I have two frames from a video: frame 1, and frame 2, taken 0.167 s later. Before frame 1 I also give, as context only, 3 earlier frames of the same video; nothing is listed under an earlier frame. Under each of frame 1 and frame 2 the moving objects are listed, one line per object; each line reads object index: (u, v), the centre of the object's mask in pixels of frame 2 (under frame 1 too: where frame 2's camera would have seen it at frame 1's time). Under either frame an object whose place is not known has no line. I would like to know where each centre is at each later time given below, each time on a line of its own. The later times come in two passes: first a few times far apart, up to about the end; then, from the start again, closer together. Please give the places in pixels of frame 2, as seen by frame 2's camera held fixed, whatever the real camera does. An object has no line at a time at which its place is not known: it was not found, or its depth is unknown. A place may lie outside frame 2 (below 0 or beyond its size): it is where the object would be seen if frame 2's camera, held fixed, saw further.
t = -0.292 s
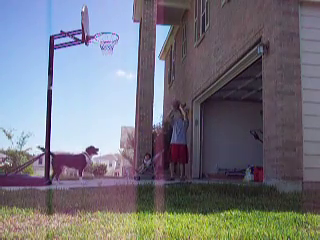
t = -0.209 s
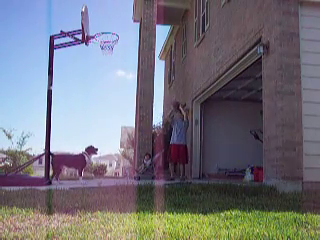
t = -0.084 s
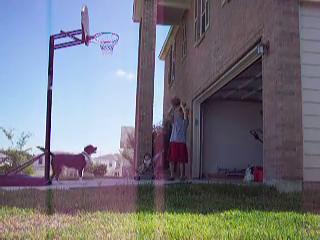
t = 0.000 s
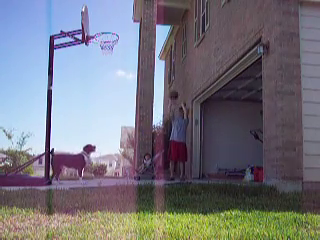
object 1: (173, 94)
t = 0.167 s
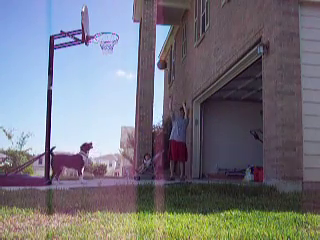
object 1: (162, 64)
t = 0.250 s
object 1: (155, 51)
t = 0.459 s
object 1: (137, 30)
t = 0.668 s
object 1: (117, 26)
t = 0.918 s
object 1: (115, 44)
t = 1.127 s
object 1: (115, 48)
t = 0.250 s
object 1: (155, 51)
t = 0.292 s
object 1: (152, 46)
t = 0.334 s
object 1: (149, 41)
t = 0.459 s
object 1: (137, 30)
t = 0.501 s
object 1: (133, 28)
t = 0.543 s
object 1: (130, 26)
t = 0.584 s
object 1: (126, 25)
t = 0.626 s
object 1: (121, 25)
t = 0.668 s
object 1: (117, 26)
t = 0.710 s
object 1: (112, 27)
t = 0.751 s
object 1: (107, 30)
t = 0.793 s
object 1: (102, 33)
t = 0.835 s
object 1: (102, 37)
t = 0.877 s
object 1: (109, 40)
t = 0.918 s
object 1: (115, 44)
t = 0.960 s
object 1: (118, 45)
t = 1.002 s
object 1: (118, 45)
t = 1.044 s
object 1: (117, 45)
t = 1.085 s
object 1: (116, 46)
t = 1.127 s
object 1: (115, 48)
